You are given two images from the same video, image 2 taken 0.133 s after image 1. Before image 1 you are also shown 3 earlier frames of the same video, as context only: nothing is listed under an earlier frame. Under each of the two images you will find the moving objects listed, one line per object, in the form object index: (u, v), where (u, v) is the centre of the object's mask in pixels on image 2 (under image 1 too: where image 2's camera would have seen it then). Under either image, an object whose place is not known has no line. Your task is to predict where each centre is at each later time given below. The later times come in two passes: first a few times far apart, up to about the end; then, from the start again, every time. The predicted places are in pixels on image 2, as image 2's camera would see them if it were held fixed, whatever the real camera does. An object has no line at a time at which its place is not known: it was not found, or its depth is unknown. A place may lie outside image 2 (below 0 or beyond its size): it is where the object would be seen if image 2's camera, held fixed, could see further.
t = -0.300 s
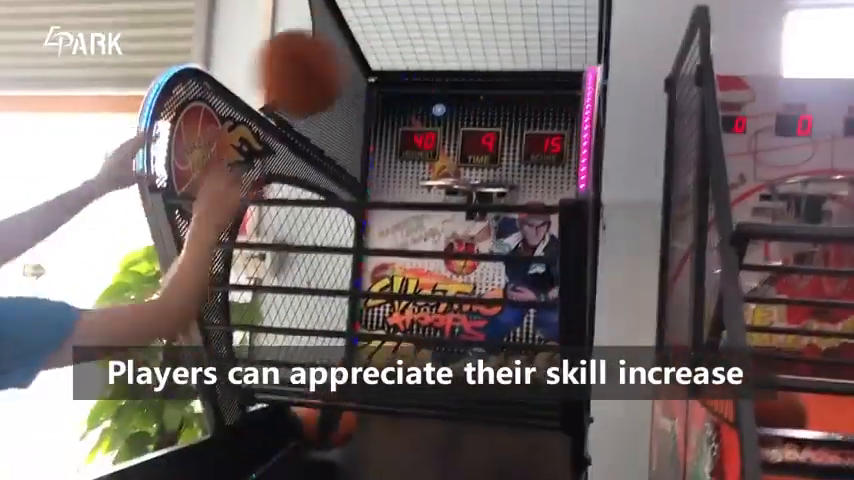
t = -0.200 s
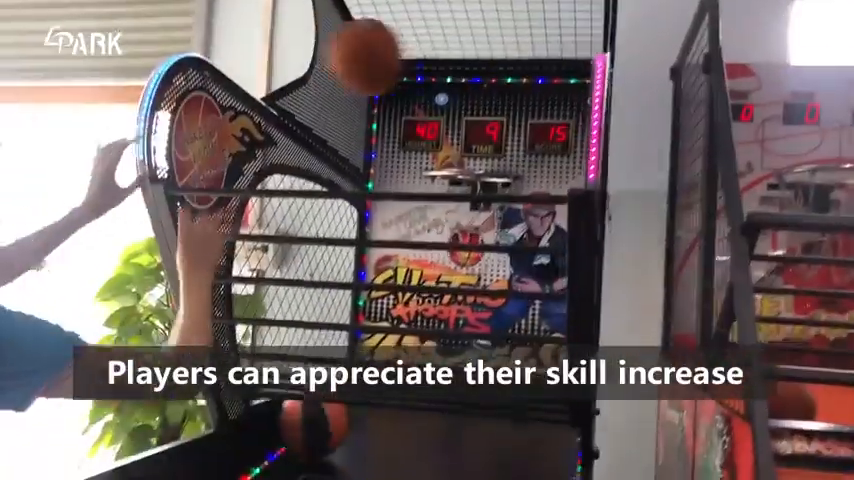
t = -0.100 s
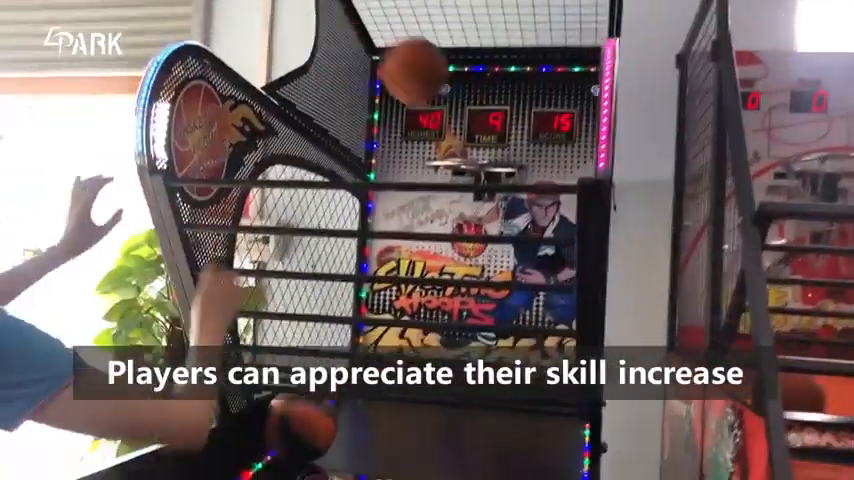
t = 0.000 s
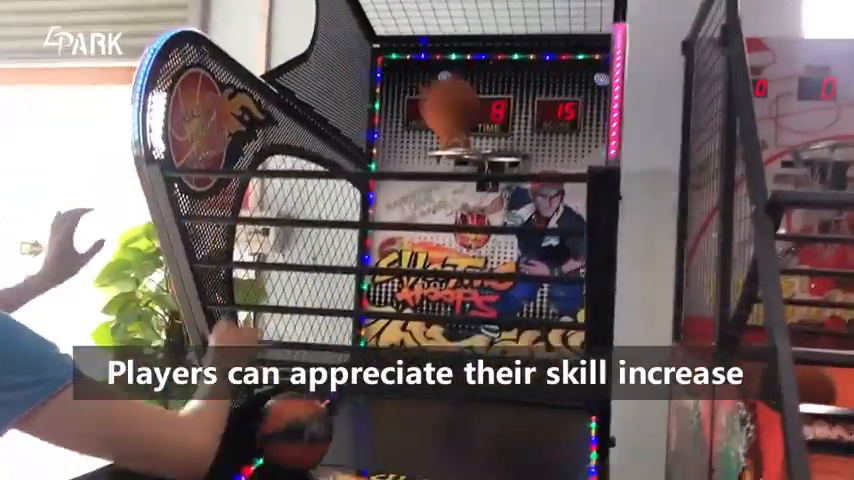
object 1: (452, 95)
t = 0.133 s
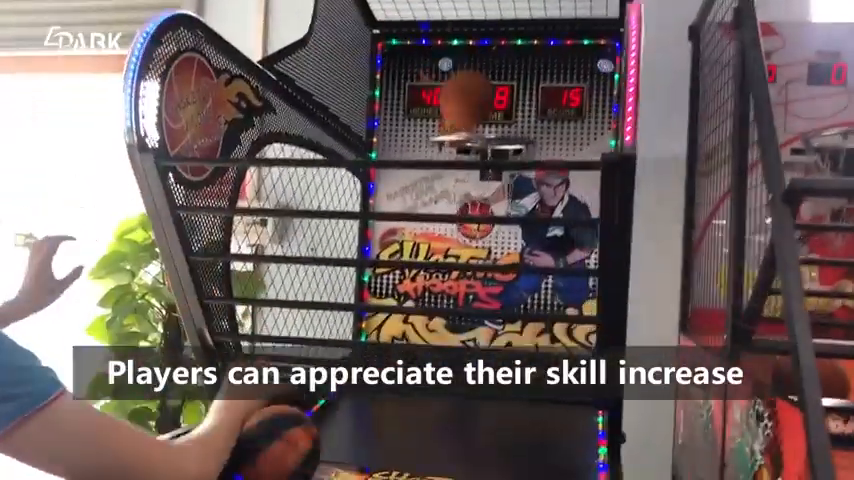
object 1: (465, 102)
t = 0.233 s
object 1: (460, 81)
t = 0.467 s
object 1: (449, 116)
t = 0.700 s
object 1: (494, 180)
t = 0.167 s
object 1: (465, 90)
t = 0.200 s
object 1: (462, 85)
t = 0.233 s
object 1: (460, 81)
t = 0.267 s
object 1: (459, 81)
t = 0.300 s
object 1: (456, 83)
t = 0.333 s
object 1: (453, 88)
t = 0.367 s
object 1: (449, 97)
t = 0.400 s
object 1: (446, 109)
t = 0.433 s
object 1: (445, 117)
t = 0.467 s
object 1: (449, 116)
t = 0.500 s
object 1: (456, 112)
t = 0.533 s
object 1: (462, 112)
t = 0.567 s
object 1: (469, 116)
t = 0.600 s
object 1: (473, 127)
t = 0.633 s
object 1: (479, 133)
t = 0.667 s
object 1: (486, 152)
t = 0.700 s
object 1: (494, 180)
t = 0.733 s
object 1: (498, 185)
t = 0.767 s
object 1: (503, 188)
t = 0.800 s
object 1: (507, 201)
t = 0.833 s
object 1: (507, 217)
